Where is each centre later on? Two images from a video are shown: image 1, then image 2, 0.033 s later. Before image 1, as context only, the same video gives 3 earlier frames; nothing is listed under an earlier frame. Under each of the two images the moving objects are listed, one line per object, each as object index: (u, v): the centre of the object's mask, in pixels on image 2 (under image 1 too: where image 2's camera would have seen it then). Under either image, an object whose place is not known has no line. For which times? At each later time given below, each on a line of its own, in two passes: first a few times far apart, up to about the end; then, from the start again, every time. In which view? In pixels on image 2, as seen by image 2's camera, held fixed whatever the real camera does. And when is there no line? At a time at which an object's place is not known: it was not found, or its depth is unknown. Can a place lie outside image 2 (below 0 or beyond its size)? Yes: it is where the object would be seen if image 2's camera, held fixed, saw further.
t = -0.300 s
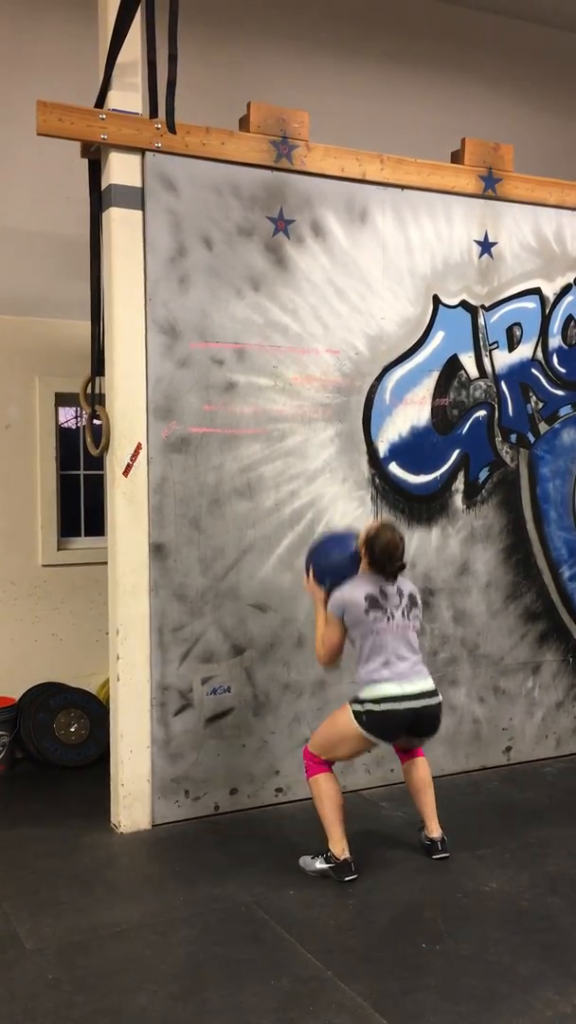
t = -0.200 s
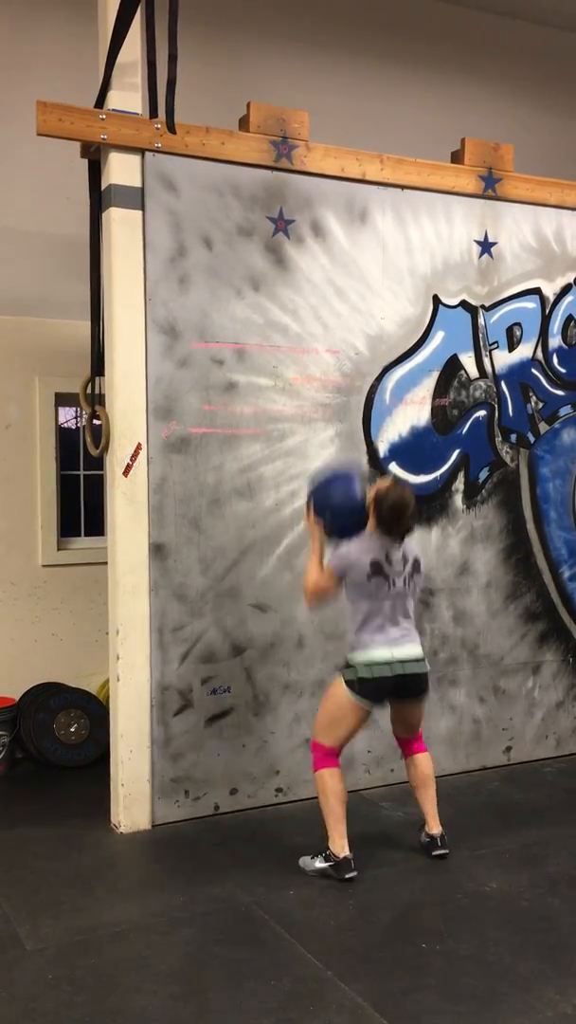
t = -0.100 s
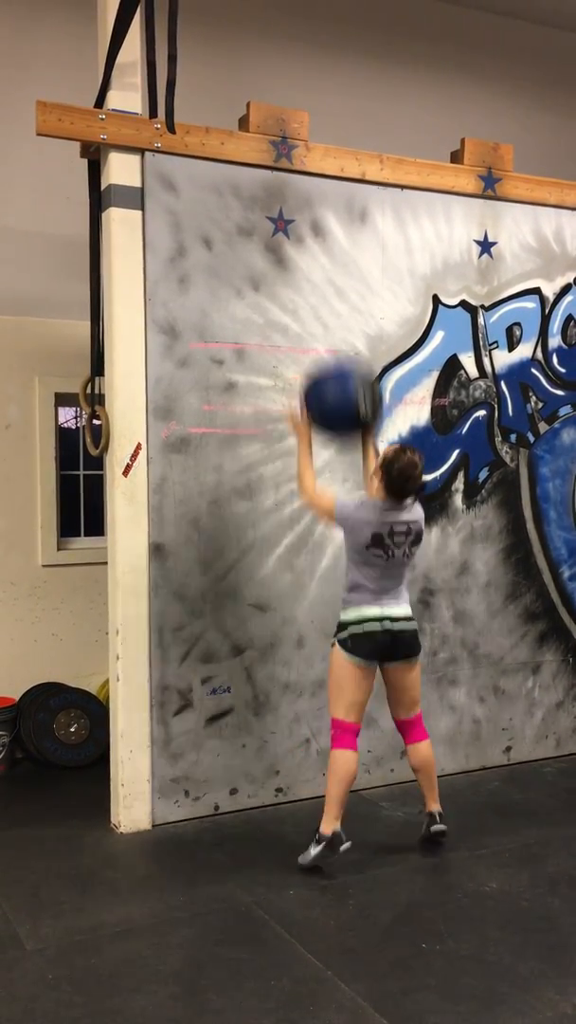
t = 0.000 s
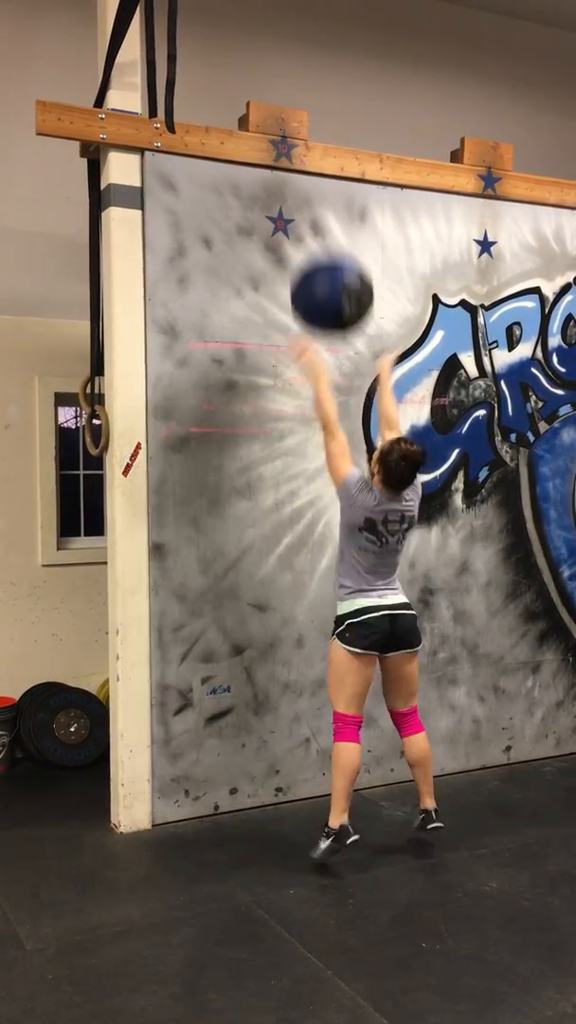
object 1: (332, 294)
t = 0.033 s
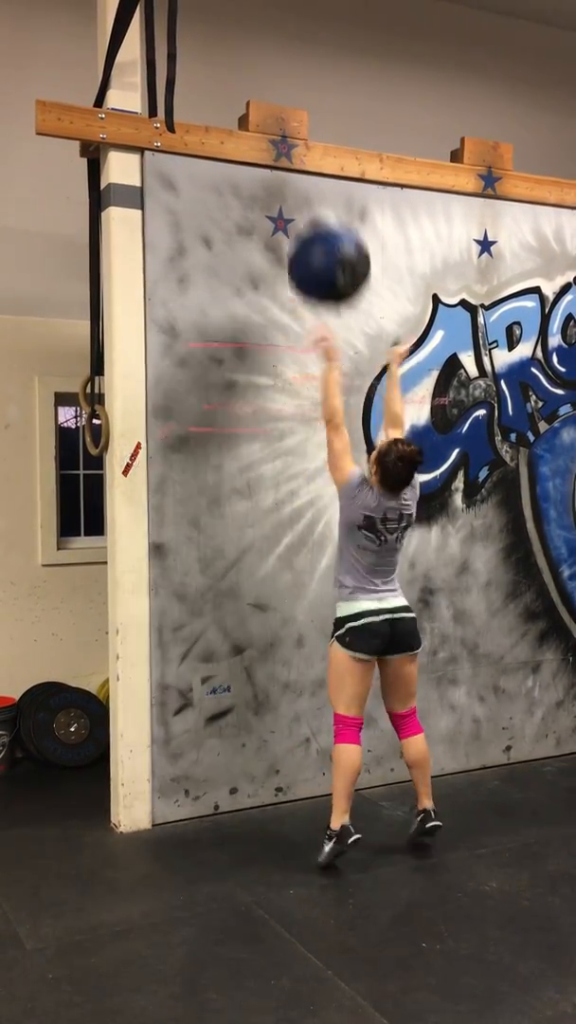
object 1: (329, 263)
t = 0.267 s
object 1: (309, 132)
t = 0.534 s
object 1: (298, 130)
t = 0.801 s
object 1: (306, 282)
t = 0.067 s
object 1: (326, 236)
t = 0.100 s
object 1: (323, 214)
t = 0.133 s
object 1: (320, 192)
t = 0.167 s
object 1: (318, 173)
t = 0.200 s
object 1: (315, 157)
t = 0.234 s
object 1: (312, 143)
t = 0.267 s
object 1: (309, 132)
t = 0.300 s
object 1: (306, 124)
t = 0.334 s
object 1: (303, 119)
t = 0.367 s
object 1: (301, 115)
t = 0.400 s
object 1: (299, 115)
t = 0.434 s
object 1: (298, 116)
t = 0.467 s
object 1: (297, 119)
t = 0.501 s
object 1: (298, 123)
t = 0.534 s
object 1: (298, 130)
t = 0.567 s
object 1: (300, 139)
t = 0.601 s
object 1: (301, 152)
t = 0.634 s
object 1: (301, 167)
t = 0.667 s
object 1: (302, 184)
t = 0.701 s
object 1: (303, 205)
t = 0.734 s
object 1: (304, 228)
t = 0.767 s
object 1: (305, 252)
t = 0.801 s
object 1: (306, 282)
